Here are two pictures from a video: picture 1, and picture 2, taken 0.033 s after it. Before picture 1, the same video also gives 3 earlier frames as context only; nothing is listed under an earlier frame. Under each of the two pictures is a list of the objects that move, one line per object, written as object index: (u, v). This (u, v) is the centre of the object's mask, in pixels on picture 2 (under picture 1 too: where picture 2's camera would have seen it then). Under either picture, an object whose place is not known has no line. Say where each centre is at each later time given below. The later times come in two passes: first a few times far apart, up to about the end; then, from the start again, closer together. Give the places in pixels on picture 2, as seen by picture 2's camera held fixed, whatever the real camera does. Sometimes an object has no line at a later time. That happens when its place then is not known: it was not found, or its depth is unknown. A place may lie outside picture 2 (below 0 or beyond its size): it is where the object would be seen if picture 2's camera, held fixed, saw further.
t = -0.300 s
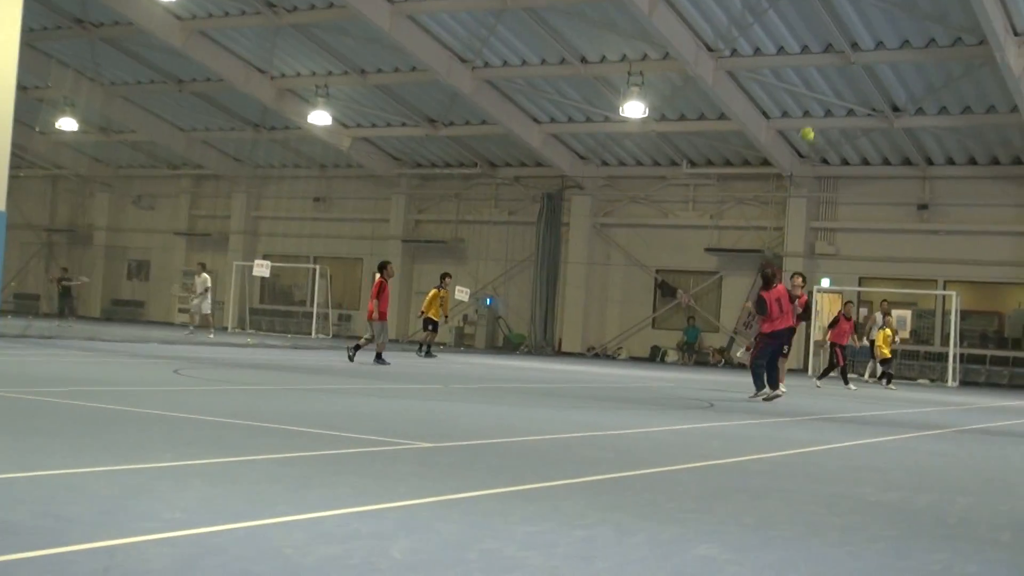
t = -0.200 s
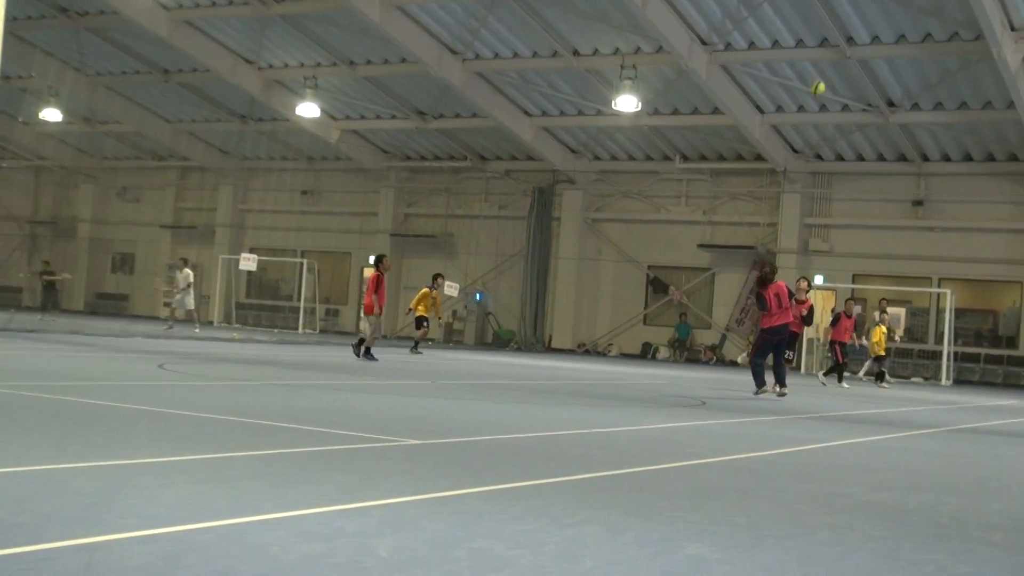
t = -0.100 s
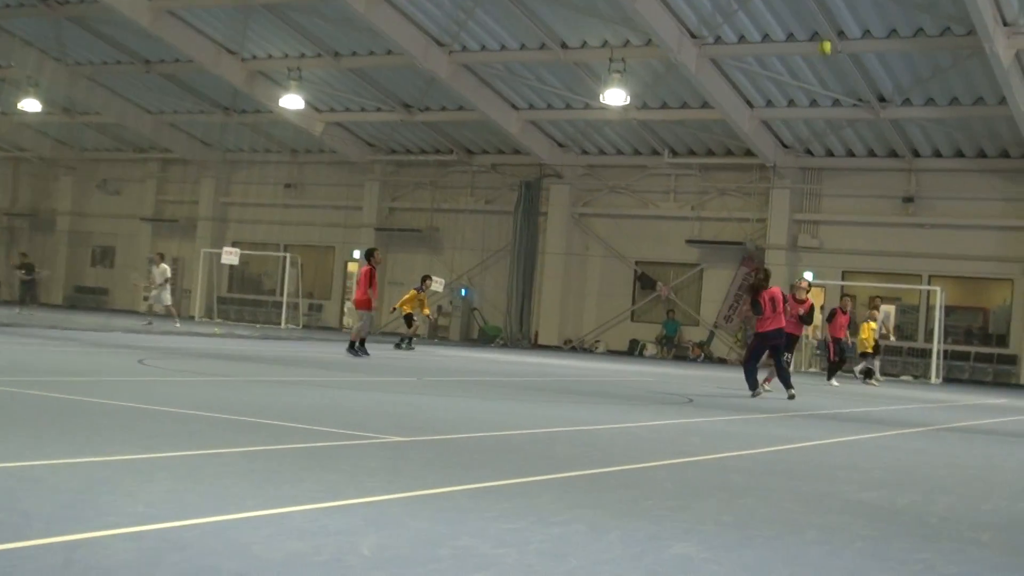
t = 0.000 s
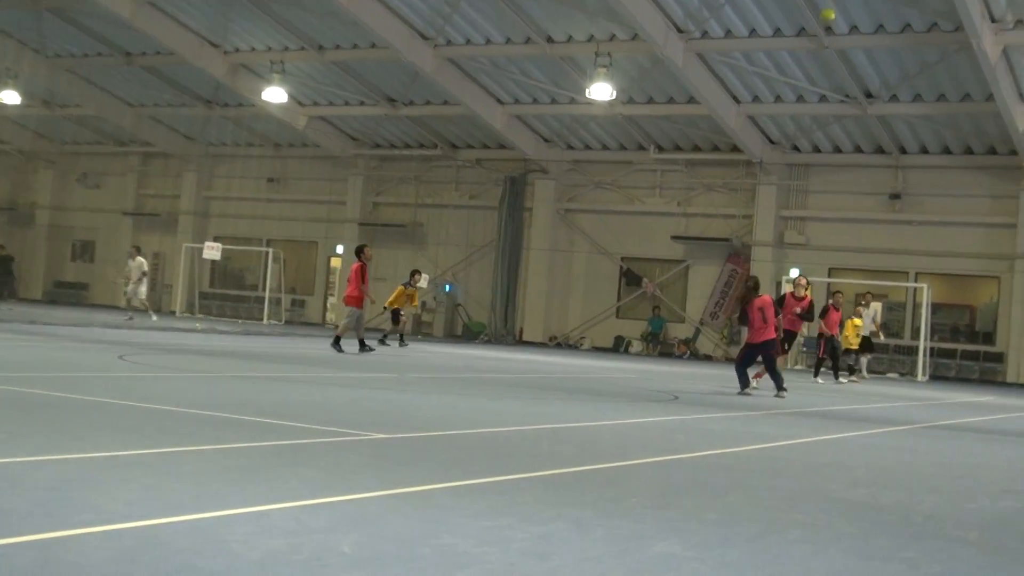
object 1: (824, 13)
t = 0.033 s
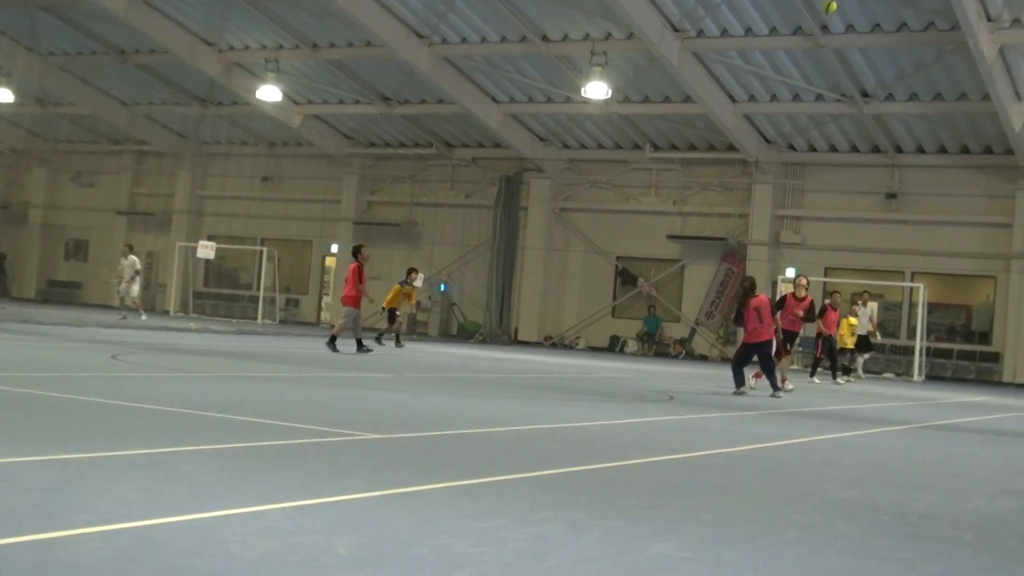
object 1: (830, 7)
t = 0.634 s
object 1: (920, 4)
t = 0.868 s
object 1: (948, 73)
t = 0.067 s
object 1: (835, 3)
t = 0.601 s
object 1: (916, -3)
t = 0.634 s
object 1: (920, 4)
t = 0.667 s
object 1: (924, 11)
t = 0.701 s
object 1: (929, 20)
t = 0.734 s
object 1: (932, 29)
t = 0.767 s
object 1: (937, 39)
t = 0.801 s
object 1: (941, 49)
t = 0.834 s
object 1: (945, 62)
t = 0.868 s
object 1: (948, 73)
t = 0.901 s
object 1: (951, 88)
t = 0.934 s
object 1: (956, 102)
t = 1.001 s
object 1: (963, 134)
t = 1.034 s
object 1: (967, 151)
